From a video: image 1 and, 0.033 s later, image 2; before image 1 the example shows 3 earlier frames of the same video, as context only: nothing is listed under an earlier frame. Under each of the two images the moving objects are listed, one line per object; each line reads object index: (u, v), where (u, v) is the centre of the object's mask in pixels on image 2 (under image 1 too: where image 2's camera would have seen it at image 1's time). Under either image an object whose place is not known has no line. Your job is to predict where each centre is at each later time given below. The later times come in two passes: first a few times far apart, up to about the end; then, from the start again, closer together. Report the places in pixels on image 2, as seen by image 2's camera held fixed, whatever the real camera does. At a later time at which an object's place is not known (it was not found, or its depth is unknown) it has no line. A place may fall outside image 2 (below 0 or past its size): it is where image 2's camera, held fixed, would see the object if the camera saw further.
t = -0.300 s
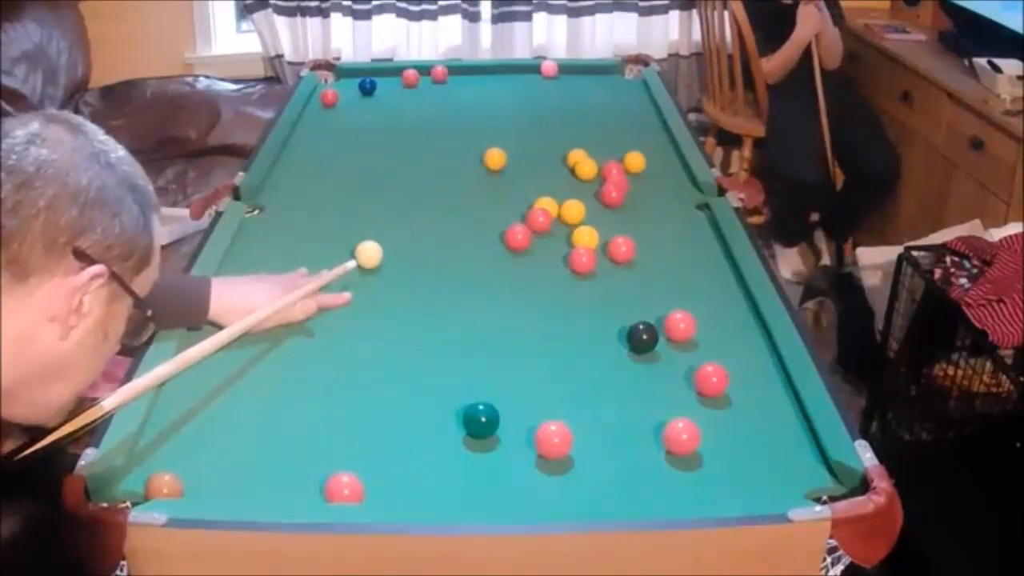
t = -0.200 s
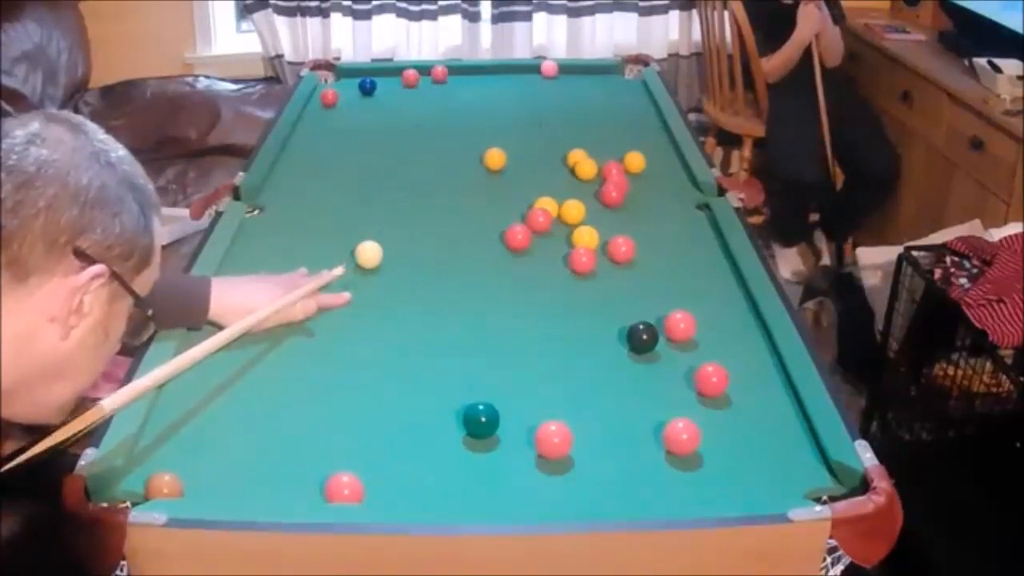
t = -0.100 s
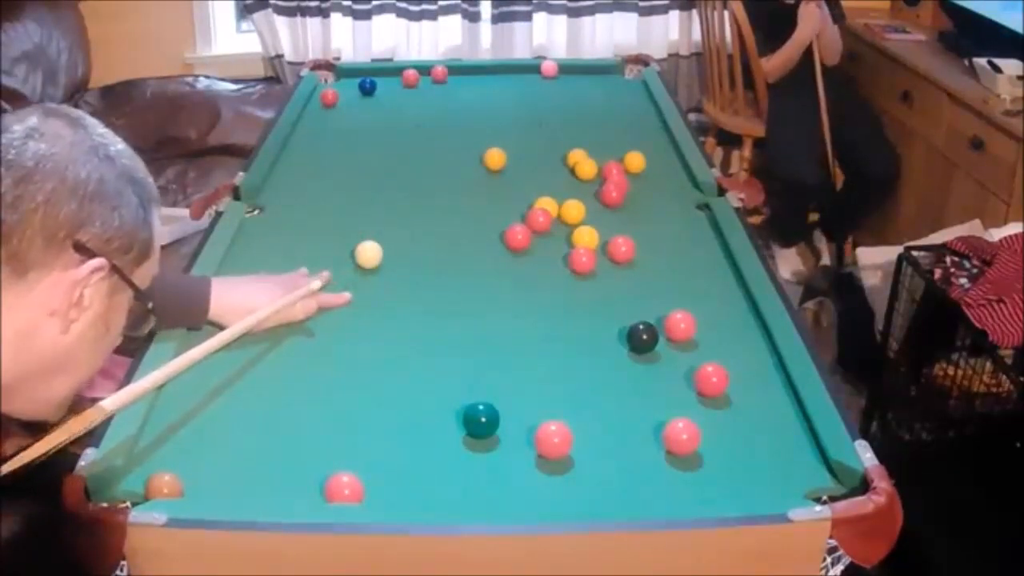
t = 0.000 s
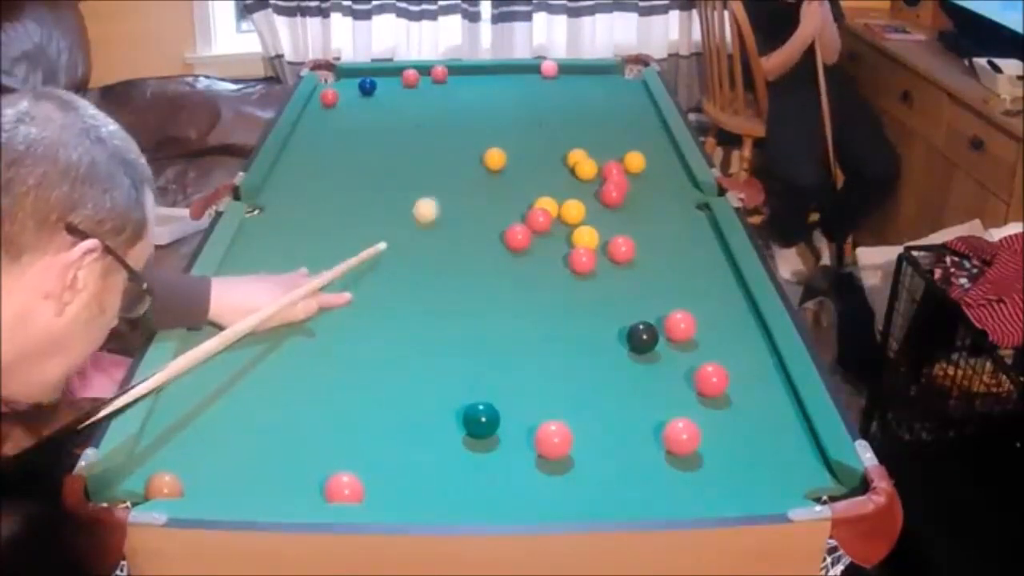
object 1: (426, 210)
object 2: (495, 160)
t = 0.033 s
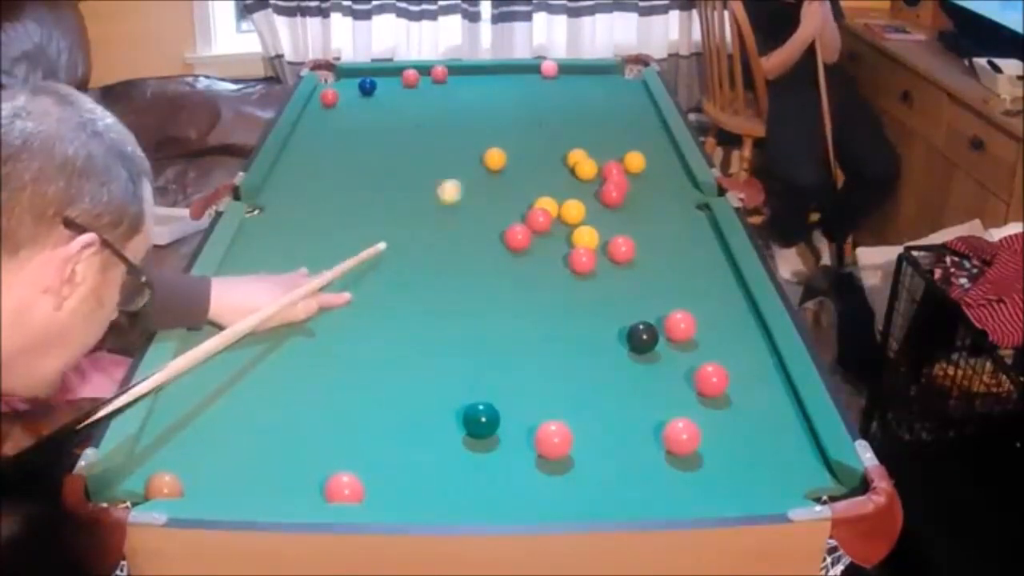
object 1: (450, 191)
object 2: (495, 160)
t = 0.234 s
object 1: (482, 156)
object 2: (565, 115)
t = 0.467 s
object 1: (485, 142)
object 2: (632, 75)
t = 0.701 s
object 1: (488, 132)
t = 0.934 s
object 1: (490, 124)
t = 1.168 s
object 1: (490, 120)
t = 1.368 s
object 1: (490, 119)
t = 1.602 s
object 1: (490, 119)
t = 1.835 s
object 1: (490, 119)
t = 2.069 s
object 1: (490, 119)
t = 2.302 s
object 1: (489, 118)
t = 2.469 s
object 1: (489, 118)
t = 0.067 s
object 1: (471, 175)
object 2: (495, 159)
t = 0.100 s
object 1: (482, 165)
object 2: (502, 154)
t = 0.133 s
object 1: (481, 163)
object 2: (521, 143)
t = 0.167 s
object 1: (481, 161)
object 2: (538, 132)
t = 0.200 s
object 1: (482, 159)
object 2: (552, 123)
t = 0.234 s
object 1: (482, 156)
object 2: (565, 115)
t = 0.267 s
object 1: (483, 154)
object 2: (577, 108)
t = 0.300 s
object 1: (483, 152)
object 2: (588, 102)
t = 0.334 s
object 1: (483, 150)
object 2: (598, 95)
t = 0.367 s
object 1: (483, 147)
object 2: (606, 90)
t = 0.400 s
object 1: (484, 146)
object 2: (616, 85)
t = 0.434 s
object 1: (485, 144)
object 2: (623, 80)
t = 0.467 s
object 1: (485, 142)
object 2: (632, 75)
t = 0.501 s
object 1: (486, 140)
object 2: (627, 71)
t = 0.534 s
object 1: (486, 139)
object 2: (621, 68)
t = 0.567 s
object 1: (487, 137)
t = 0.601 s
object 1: (487, 135)
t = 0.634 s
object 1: (487, 134)
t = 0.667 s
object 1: (488, 133)
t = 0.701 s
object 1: (488, 132)
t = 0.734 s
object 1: (488, 130)
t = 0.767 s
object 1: (489, 129)
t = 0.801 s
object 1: (489, 128)
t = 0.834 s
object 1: (489, 127)
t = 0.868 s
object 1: (490, 126)
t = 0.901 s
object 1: (490, 125)
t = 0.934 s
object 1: (490, 124)
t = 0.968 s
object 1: (490, 123)
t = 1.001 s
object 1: (490, 123)
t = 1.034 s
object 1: (490, 122)
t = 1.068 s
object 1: (490, 122)
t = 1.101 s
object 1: (490, 121)
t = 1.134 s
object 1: (490, 121)
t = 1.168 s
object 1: (490, 120)
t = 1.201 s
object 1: (490, 120)
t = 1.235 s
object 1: (490, 120)
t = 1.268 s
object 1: (490, 119)
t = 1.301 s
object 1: (490, 119)
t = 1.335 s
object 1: (490, 119)
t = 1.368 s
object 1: (490, 119)
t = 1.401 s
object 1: (490, 119)
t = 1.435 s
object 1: (490, 119)
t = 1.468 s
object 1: (490, 119)
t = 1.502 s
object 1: (490, 119)
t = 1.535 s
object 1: (490, 119)
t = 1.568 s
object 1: (490, 119)
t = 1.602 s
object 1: (490, 119)
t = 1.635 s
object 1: (490, 119)
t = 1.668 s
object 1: (490, 119)
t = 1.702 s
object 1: (490, 119)
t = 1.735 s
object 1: (490, 119)
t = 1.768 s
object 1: (490, 119)
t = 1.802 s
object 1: (490, 119)
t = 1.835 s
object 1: (490, 119)
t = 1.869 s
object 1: (490, 119)
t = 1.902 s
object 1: (490, 119)
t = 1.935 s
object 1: (490, 119)
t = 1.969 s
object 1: (490, 119)
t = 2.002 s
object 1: (490, 119)
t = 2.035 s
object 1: (490, 119)
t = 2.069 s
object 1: (490, 119)
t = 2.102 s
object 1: (490, 119)
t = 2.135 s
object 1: (490, 119)
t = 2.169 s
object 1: (490, 119)
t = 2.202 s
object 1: (489, 119)
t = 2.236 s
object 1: (489, 119)
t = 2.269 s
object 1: (489, 119)
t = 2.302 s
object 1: (489, 118)
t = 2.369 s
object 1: (489, 118)
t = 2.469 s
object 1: (489, 118)
